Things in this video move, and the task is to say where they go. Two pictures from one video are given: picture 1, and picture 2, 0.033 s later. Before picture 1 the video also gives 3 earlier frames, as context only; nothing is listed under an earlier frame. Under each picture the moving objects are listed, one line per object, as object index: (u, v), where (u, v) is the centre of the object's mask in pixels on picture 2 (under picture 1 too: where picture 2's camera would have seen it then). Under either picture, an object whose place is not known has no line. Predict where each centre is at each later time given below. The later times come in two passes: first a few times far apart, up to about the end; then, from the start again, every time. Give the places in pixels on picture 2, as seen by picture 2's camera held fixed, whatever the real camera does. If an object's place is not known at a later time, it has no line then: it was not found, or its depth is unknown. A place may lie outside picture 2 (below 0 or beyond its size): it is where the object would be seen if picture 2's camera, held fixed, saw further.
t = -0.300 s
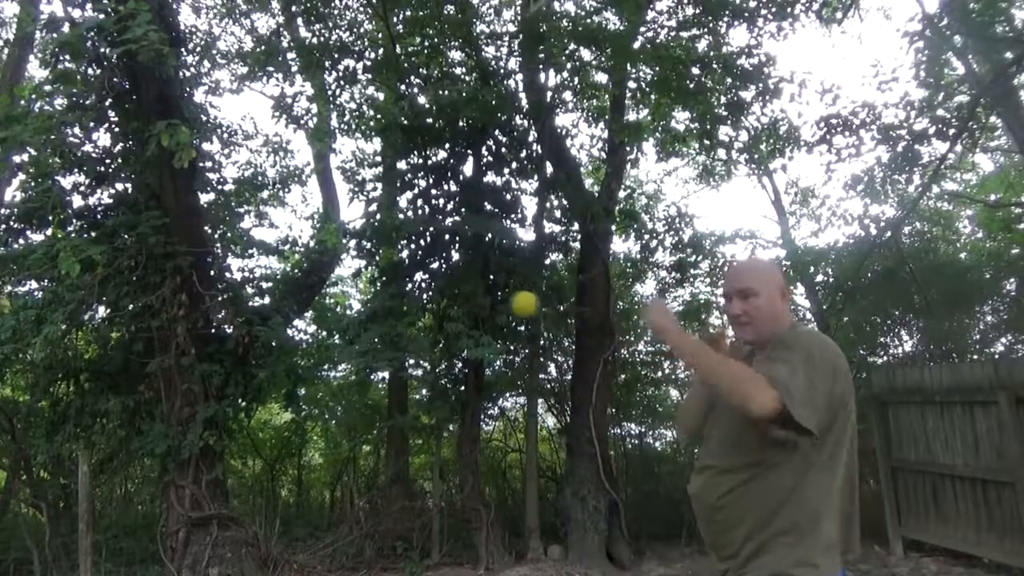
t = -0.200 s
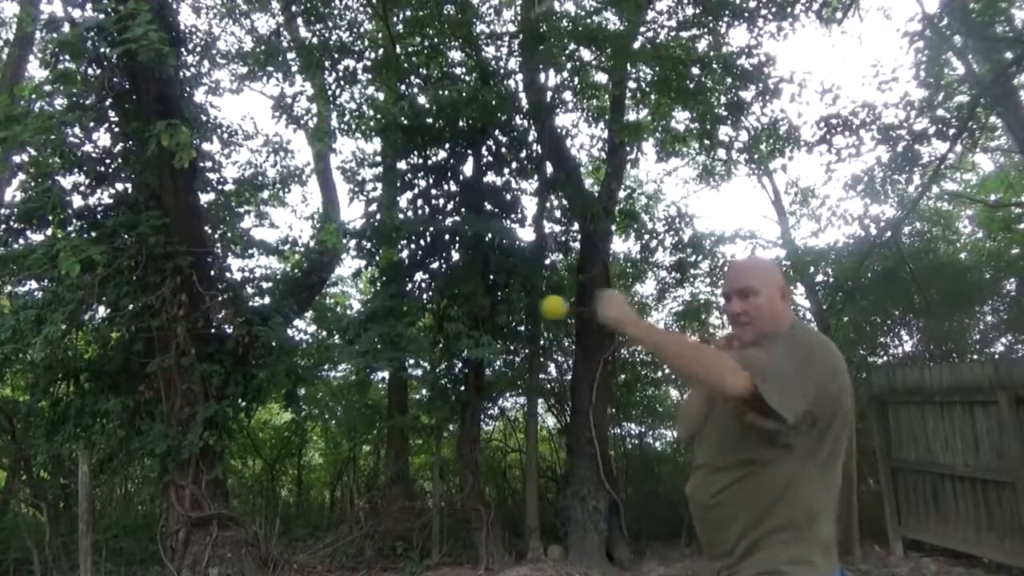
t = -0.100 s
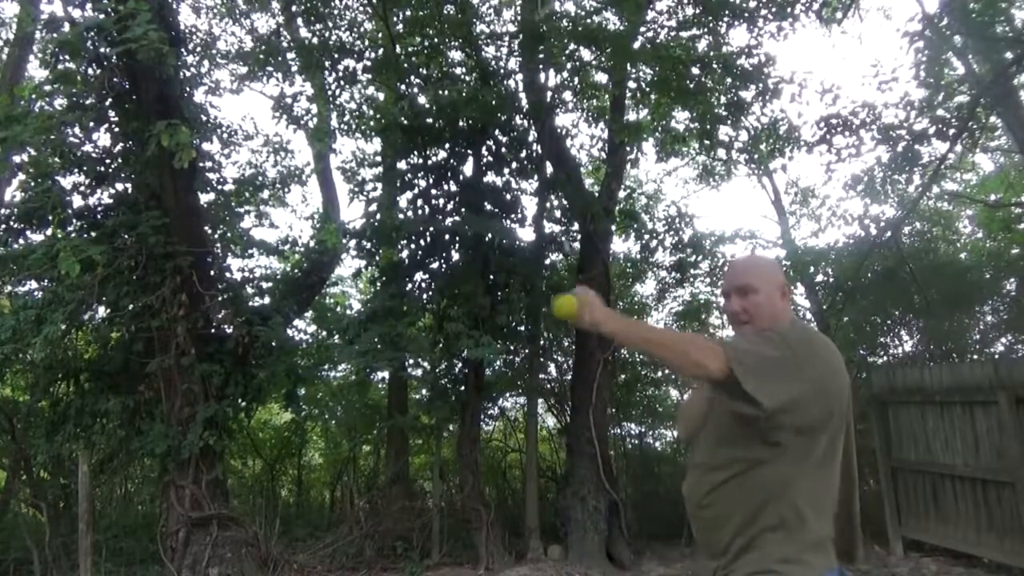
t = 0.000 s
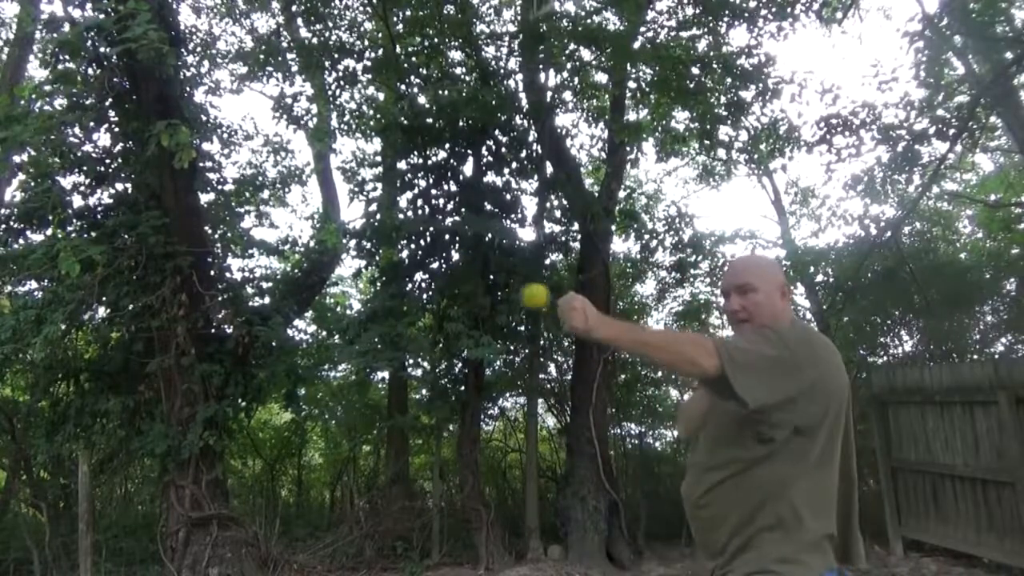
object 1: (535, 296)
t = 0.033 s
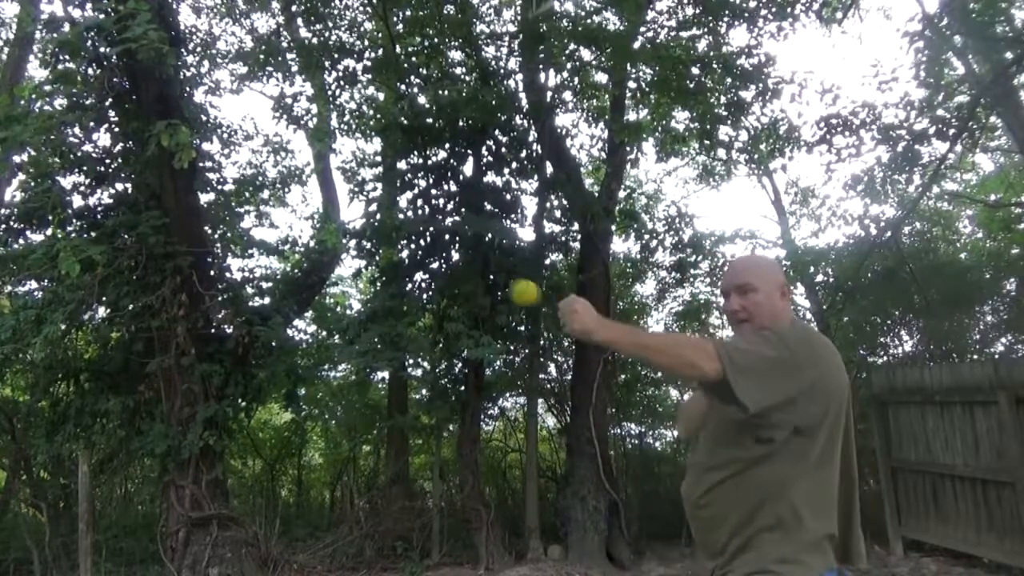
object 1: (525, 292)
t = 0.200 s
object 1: (474, 272)
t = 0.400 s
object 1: (440, 261)
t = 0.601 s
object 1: (449, 273)
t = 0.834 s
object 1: (504, 302)
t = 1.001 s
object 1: (550, 313)
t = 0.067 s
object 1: (514, 288)
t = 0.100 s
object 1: (503, 284)
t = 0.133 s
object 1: (493, 280)
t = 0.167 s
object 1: (483, 275)
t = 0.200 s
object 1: (474, 272)
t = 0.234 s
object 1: (466, 270)
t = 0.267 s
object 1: (460, 267)
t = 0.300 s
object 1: (453, 264)
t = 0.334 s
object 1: (448, 263)
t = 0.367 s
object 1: (443, 261)
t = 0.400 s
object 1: (440, 261)
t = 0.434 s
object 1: (438, 261)
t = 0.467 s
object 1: (438, 262)
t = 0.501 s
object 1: (439, 264)
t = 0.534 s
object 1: (441, 266)
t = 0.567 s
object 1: (444, 269)
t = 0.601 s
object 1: (449, 273)
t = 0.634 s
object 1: (454, 278)
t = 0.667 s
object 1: (462, 282)
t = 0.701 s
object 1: (469, 287)
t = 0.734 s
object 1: (477, 292)
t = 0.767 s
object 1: (485, 295)
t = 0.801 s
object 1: (494, 299)
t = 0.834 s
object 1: (504, 302)
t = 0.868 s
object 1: (514, 306)
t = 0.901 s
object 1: (523, 308)
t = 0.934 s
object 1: (532, 310)
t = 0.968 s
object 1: (542, 311)
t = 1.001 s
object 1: (550, 313)
